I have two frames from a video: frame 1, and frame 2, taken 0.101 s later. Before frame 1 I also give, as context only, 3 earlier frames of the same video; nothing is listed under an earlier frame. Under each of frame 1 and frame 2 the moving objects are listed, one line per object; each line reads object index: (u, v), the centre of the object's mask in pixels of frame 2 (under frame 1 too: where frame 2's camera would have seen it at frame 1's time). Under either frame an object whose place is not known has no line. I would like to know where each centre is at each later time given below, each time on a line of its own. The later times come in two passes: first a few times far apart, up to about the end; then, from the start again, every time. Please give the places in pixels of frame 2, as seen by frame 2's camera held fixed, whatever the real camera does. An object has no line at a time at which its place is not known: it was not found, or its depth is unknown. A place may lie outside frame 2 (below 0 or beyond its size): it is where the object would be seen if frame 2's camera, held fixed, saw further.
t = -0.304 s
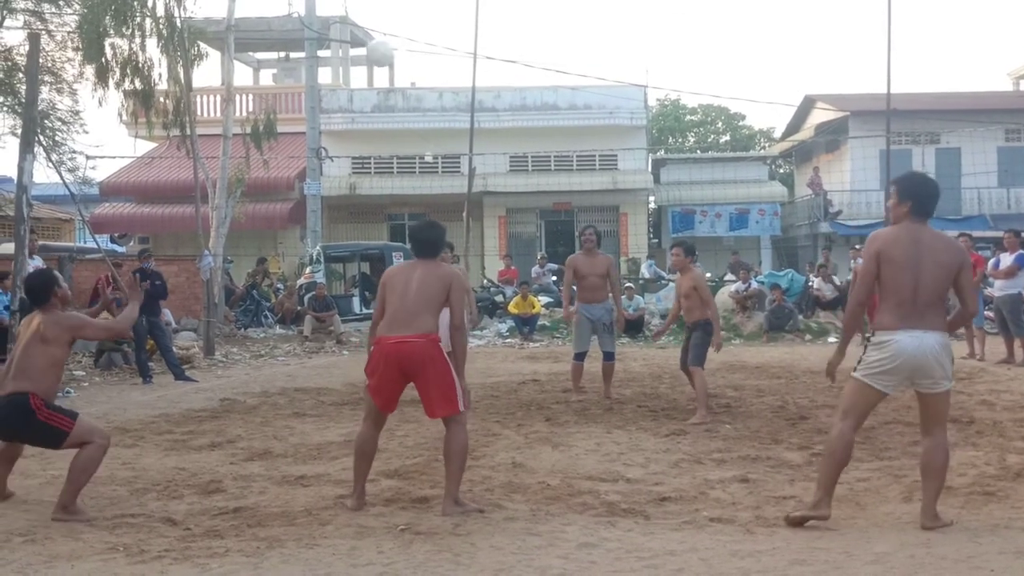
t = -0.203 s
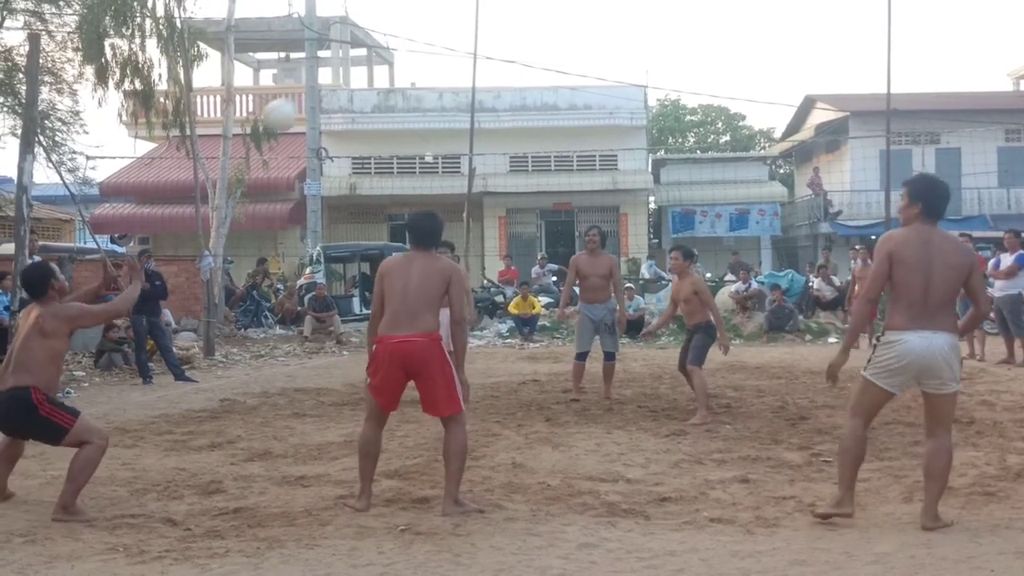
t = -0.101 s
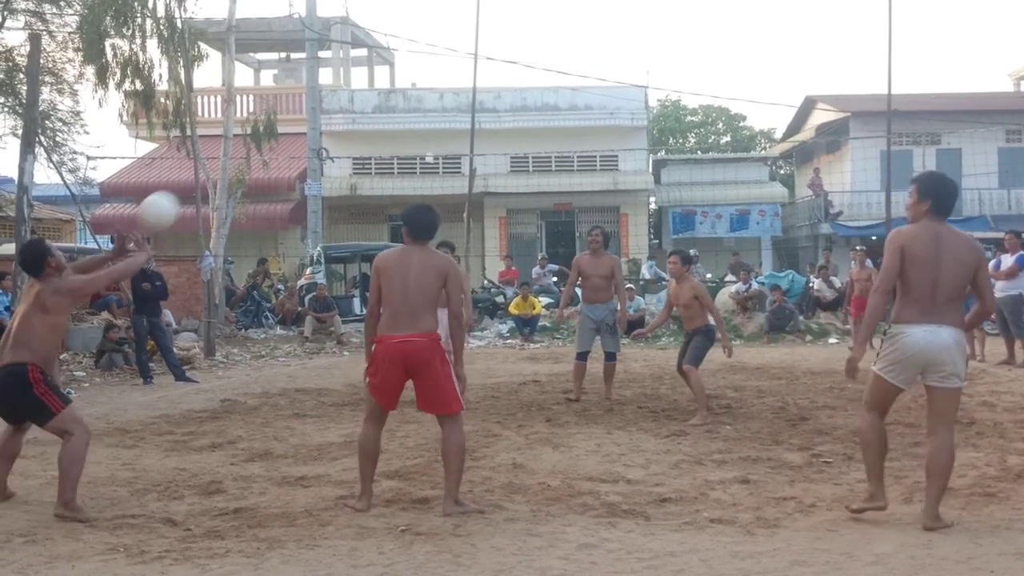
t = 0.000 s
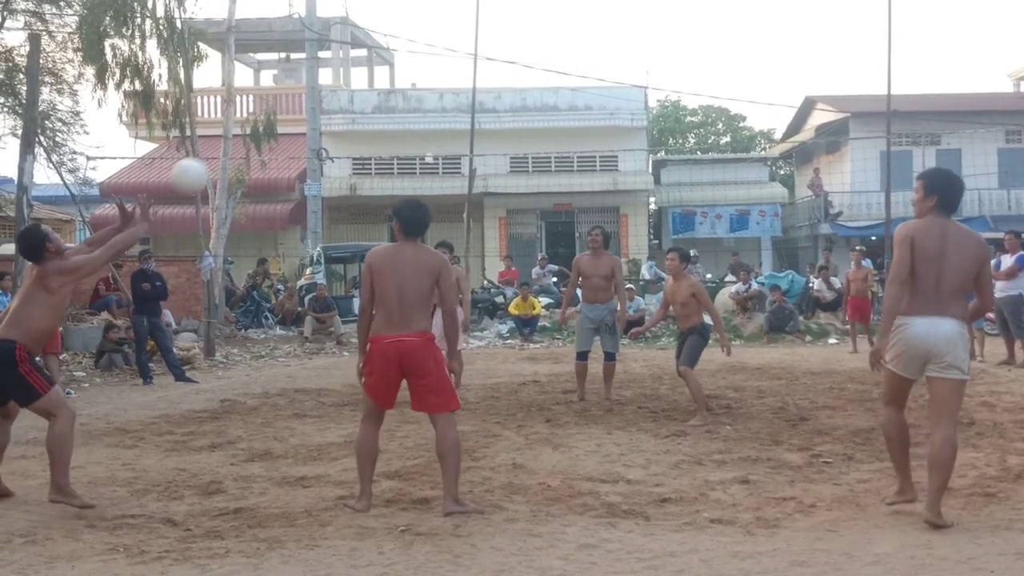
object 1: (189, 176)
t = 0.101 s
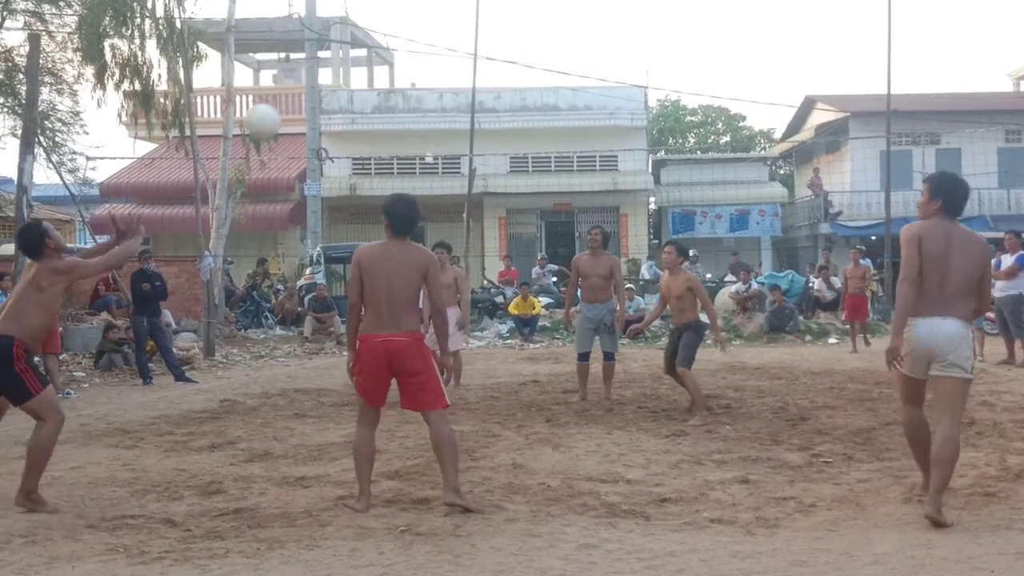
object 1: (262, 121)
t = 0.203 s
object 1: (330, 85)
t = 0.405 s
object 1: (458, 64)
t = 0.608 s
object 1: (574, 100)
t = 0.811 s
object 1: (679, 188)
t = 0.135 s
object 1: (285, 107)
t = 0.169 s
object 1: (309, 94)
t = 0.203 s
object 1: (330, 85)
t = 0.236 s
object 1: (353, 76)
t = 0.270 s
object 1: (375, 70)
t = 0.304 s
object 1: (396, 66)
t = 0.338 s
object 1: (417, 65)
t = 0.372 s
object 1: (438, 63)
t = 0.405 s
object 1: (458, 64)
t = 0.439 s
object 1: (478, 66)
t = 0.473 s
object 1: (498, 70)
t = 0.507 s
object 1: (517, 76)
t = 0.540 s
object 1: (536, 83)
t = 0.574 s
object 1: (555, 91)
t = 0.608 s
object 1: (574, 100)
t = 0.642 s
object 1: (590, 111)
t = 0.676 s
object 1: (610, 123)
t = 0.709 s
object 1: (627, 138)
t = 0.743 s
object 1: (645, 153)
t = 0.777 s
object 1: (663, 171)
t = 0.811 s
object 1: (679, 188)
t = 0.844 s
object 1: (695, 207)
